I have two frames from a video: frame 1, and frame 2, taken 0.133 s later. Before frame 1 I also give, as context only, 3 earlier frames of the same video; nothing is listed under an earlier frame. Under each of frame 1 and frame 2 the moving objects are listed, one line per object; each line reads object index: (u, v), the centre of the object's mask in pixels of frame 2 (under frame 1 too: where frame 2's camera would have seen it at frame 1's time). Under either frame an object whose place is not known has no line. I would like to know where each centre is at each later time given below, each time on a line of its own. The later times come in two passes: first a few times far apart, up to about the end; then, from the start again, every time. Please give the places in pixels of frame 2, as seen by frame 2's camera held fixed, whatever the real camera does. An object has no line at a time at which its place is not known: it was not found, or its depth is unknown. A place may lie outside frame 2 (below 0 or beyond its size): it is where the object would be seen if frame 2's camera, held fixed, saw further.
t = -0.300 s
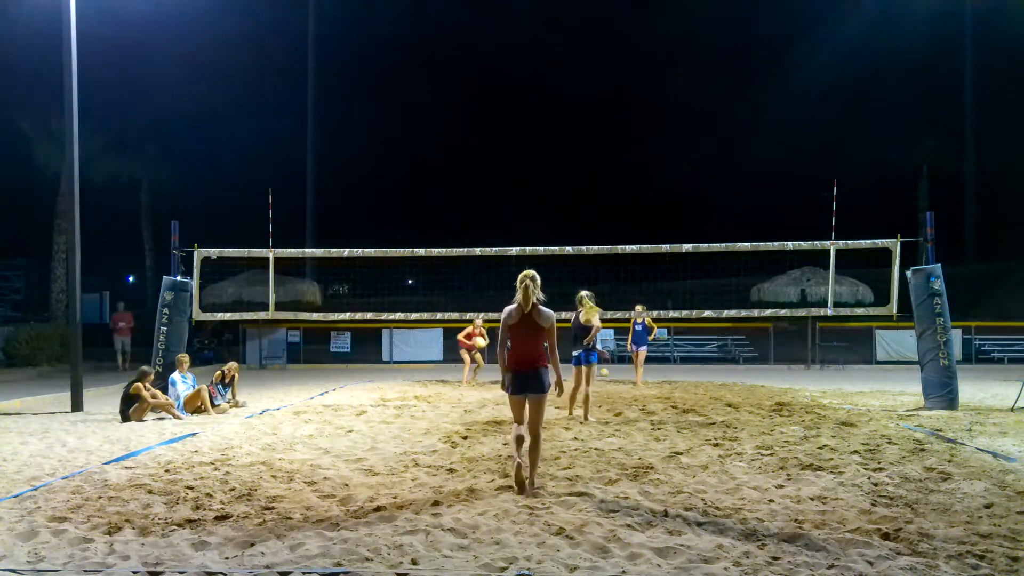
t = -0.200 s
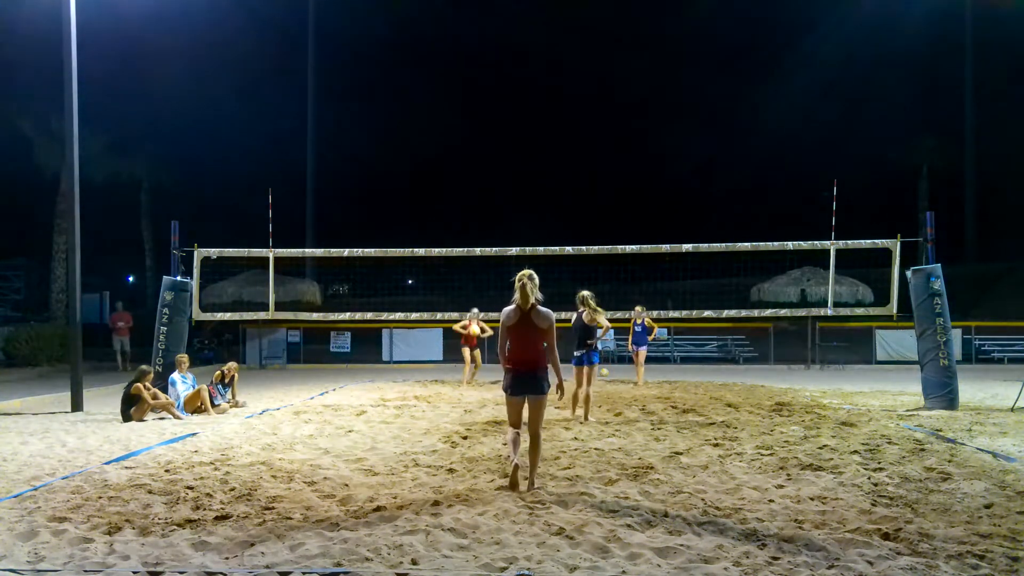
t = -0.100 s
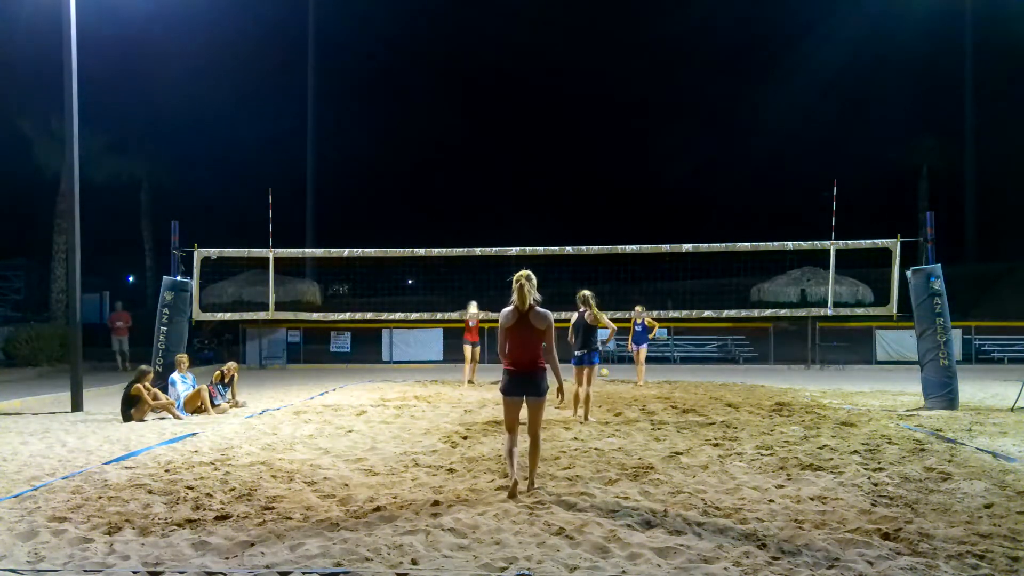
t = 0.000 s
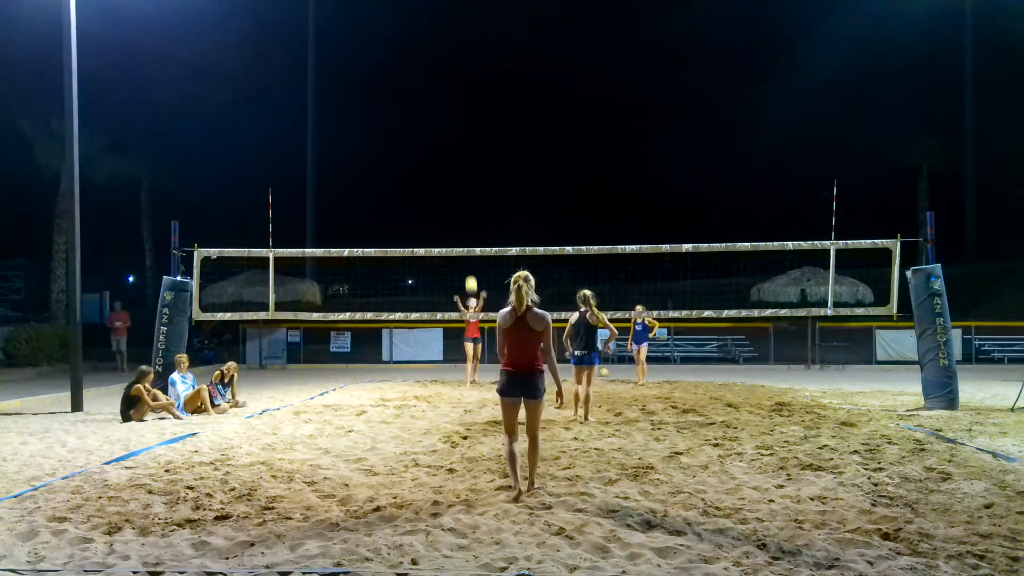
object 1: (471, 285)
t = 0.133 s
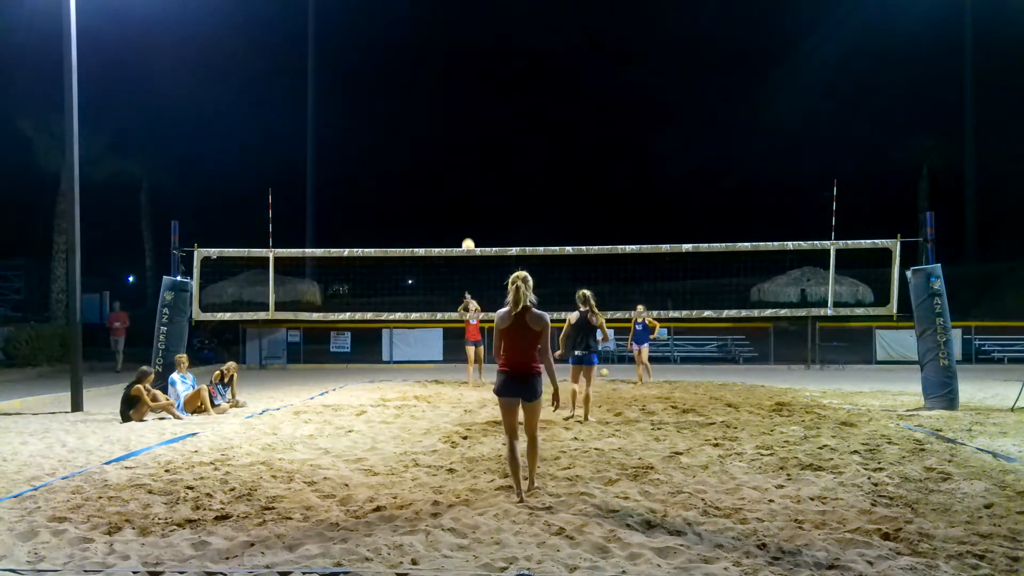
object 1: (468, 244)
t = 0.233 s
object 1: (466, 222)
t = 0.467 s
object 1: (461, 181)
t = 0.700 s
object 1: (454, 170)
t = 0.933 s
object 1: (444, 201)
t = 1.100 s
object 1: (437, 260)
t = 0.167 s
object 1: (467, 238)
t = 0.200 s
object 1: (466, 230)
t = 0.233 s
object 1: (466, 222)
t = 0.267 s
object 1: (465, 216)
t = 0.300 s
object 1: (465, 209)
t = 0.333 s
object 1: (464, 202)
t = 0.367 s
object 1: (463, 196)
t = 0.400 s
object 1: (463, 191)
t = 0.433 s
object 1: (462, 186)
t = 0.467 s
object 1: (461, 181)
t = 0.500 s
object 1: (460, 177)
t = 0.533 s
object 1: (459, 174)
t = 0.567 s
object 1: (458, 172)
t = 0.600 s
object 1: (457, 170)
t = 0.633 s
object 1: (456, 169)
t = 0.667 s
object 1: (455, 169)
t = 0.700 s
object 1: (454, 170)
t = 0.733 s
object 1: (453, 171)
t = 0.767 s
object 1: (451, 173)
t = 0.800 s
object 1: (450, 177)
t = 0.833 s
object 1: (449, 182)
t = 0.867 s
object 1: (447, 187)
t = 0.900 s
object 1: (446, 194)
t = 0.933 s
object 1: (444, 201)
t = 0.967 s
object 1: (443, 209)
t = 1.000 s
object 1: (442, 220)
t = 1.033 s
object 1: (440, 232)
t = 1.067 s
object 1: (439, 245)
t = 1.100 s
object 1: (437, 260)
